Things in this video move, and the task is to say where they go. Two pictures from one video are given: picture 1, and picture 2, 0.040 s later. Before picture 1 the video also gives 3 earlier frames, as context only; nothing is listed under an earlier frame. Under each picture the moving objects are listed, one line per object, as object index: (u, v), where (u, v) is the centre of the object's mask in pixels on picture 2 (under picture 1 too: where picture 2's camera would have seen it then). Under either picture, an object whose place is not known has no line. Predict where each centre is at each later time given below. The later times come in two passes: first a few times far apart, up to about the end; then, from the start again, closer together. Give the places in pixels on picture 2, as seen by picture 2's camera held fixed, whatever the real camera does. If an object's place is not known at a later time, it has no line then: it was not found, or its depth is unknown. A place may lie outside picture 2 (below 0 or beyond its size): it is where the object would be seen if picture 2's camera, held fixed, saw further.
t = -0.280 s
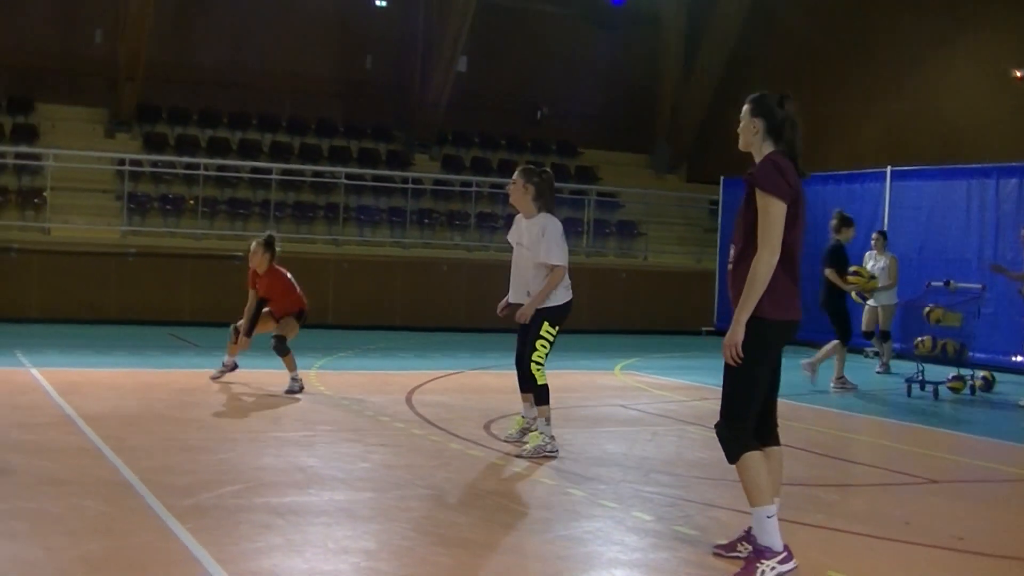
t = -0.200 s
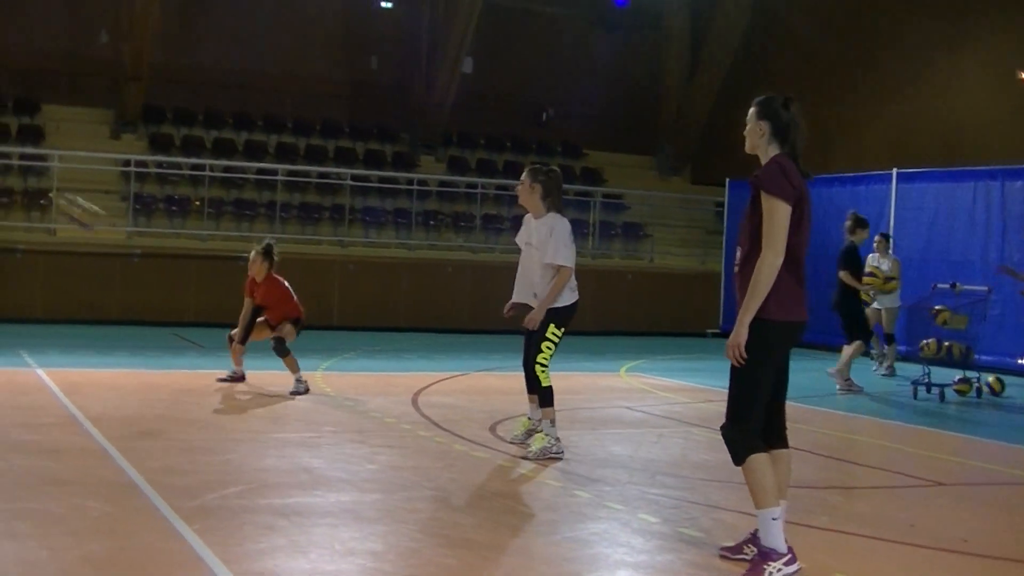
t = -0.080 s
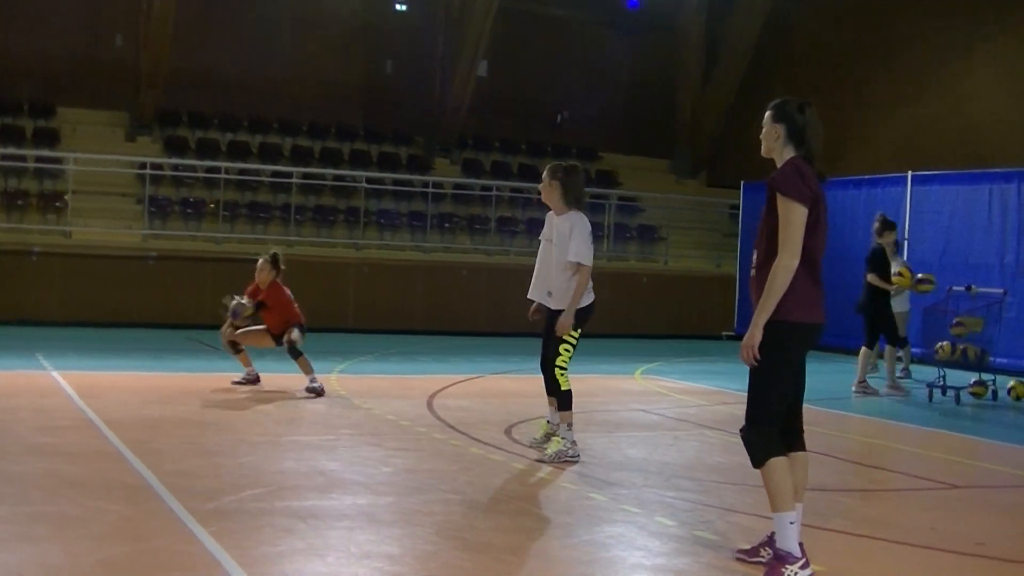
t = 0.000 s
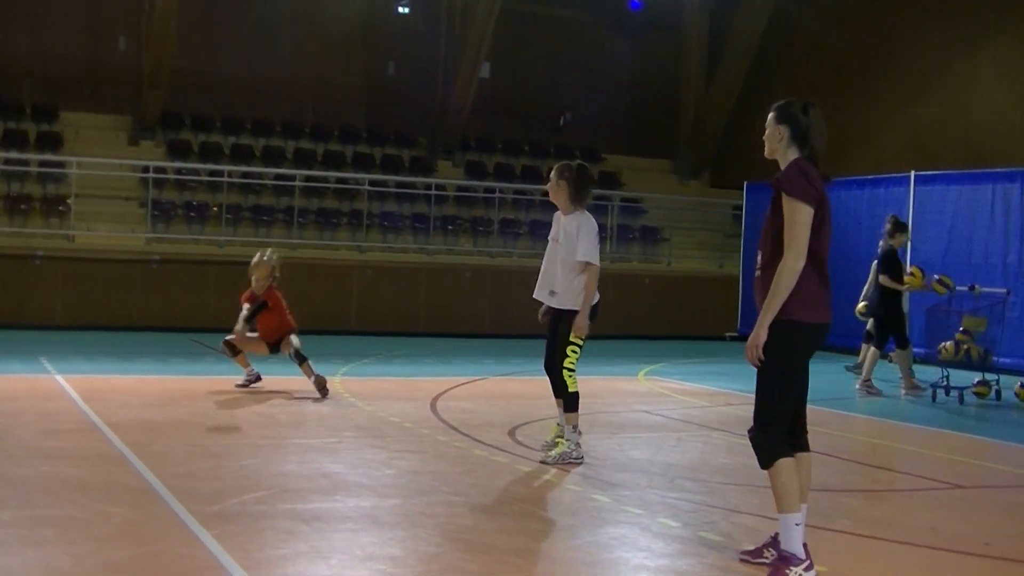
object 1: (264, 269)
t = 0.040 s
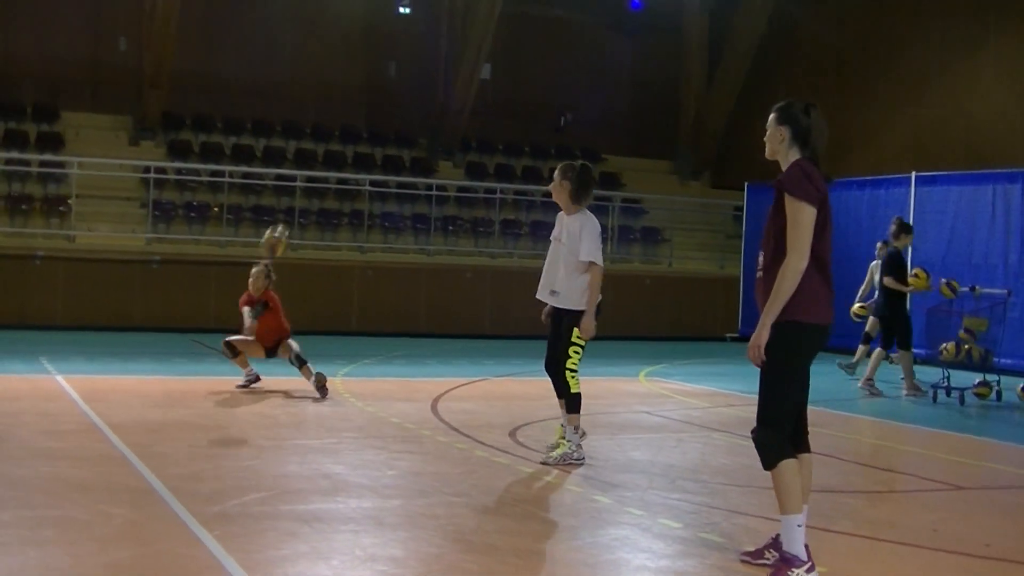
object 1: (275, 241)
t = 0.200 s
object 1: (324, 159)
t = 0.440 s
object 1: (418, 92)
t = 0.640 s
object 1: (503, 94)
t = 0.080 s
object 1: (287, 220)
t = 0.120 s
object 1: (298, 199)
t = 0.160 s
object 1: (311, 178)
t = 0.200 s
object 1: (324, 159)
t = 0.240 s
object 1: (337, 146)
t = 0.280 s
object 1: (354, 131)
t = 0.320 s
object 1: (369, 120)
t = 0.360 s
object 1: (385, 108)
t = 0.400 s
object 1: (401, 99)
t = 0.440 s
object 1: (418, 92)
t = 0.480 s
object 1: (433, 88)
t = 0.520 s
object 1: (453, 85)
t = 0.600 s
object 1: (488, 89)
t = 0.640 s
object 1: (503, 94)
